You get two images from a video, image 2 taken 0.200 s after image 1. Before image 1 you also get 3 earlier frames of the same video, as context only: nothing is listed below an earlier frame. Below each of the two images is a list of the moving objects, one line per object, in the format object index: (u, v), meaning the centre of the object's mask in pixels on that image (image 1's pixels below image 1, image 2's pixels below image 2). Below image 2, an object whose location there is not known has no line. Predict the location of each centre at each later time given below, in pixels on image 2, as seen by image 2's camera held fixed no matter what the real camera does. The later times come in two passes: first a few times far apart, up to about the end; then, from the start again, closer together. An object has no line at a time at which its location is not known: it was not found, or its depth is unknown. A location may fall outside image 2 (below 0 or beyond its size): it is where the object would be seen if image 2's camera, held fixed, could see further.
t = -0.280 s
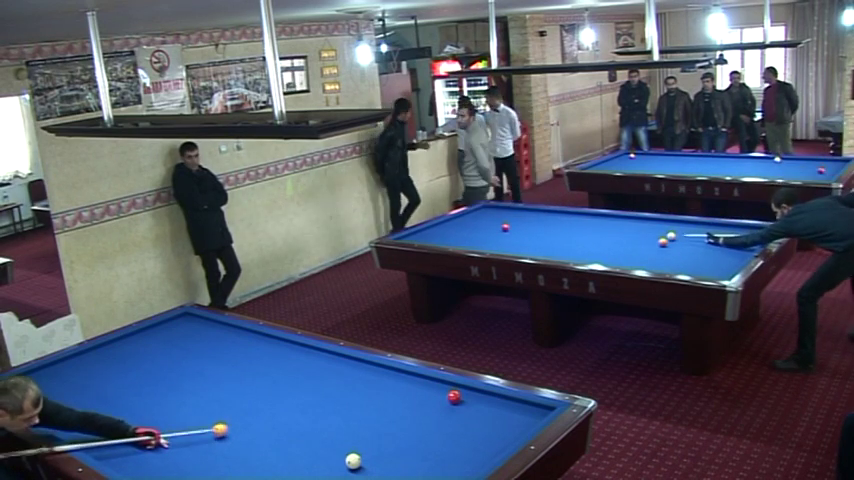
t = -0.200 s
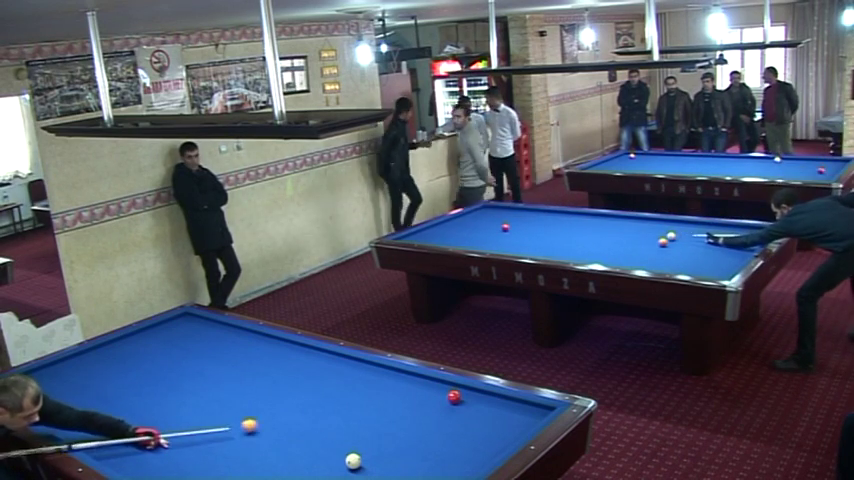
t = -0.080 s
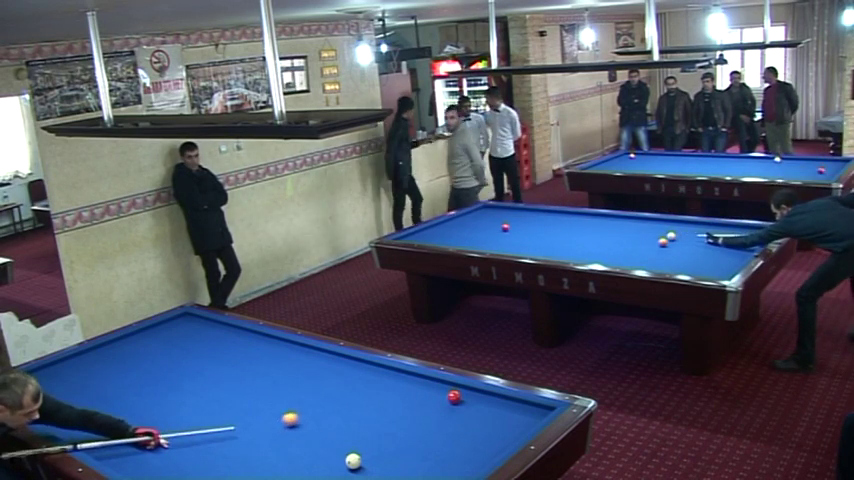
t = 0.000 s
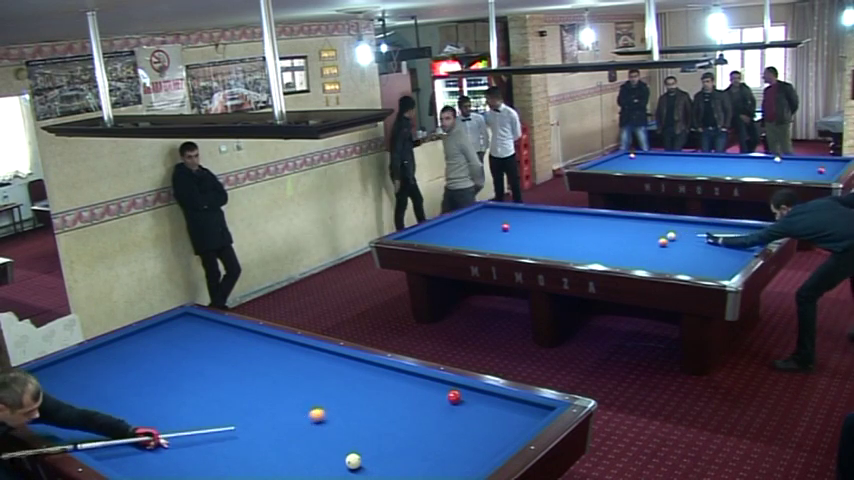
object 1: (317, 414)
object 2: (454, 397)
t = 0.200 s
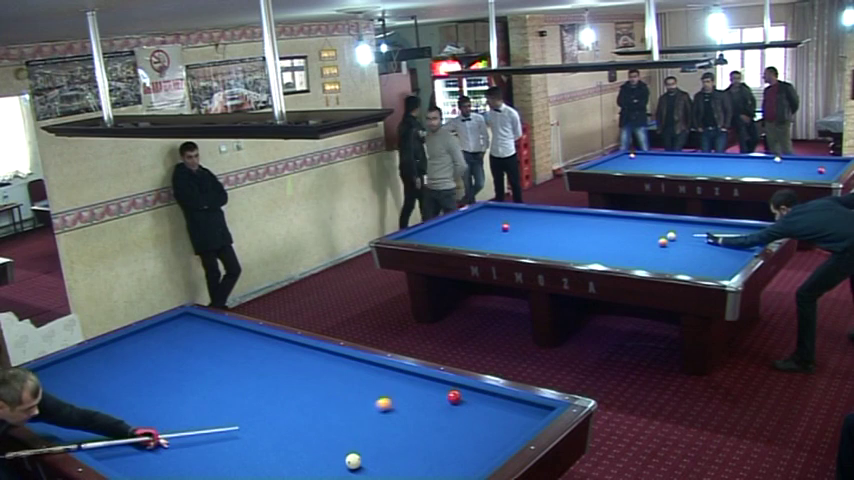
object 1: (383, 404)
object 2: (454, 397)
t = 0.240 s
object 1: (396, 401)
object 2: (454, 397)
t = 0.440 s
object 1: (451, 388)
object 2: (463, 398)
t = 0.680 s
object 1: (444, 401)
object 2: (495, 406)
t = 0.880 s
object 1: (436, 415)
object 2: (521, 410)
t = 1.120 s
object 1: (425, 433)
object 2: (536, 412)
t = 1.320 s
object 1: (415, 449)
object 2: (523, 408)
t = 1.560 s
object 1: (403, 470)
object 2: (509, 402)
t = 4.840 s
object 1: (369, 475)
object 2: (358, 371)
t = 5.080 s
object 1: (373, 471)
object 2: (350, 369)
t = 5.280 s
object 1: (375, 465)
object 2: (345, 368)
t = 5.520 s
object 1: (378, 458)
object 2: (338, 367)
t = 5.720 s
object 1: (380, 453)
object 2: (333, 367)
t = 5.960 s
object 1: (382, 447)
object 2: (328, 365)
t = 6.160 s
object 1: (384, 443)
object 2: (323, 365)
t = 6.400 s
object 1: (386, 438)
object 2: (319, 364)
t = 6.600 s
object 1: (387, 434)
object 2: (315, 363)
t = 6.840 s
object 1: (389, 430)
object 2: (311, 362)
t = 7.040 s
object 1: (390, 426)
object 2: (308, 362)
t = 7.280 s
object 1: (391, 423)
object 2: (304, 362)
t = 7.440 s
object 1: (392, 420)
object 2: (302, 361)
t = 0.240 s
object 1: (396, 401)
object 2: (454, 397)
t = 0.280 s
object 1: (409, 399)
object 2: (454, 397)
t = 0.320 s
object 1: (422, 397)
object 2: (454, 397)
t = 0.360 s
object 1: (435, 394)
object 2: (454, 397)
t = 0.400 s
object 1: (445, 392)
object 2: (456, 397)
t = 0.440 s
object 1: (451, 388)
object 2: (463, 398)
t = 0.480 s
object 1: (456, 385)
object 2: (469, 400)
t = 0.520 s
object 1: (453, 389)
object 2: (475, 401)
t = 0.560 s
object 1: (450, 393)
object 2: (480, 402)
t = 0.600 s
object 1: (448, 395)
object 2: (485, 403)
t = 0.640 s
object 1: (446, 398)
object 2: (490, 404)
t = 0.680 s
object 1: (444, 401)
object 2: (495, 406)
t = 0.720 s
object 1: (443, 404)
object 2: (501, 406)
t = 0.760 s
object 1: (441, 407)
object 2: (505, 407)
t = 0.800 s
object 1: (439, 409)
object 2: (511, 408)
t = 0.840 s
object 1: (438, 413)
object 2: (516, 409)
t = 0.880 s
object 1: (436, 415)
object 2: (521, 410)
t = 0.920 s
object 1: (434, 418)
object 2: (526, 412)
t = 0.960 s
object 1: (432, 421)
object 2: (531, 412)
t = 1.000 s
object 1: (431, 424)
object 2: (536, 413)
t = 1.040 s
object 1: (429, 427)
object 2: (540, 413)
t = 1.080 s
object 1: (426, 430)
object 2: (539, 413)
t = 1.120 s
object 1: (425, 433)
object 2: (536, 412)
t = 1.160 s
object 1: (423, 437)
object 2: (534, 412)
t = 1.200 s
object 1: (421, 440)
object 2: (531, 411)
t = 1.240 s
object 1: (419, 443)
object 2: (528, 409)
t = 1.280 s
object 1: (417, 446)
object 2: (526, 409)
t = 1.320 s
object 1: (415, 449)
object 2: (523, 408)
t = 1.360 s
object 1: (413, 453)
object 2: (521, 407)
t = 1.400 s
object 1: (411, 456)
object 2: (518, 406)
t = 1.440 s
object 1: (409, 459)
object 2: (516, 405)
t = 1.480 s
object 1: (407, 463)
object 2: (513, 404)
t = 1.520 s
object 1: (405, 466)
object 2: (511, 403)
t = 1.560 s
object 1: (403, 470)
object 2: (509, 402)
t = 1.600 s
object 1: (401, 472)
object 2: (506, 401)
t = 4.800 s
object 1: (369, 475)
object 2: (359, 371)
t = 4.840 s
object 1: (369, 475)
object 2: (358, 371)
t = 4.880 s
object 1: (370, 474)
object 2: (357, 370)
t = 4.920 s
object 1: (370, 474)
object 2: (355, 370)
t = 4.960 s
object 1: (371, 473)
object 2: (354, 370)
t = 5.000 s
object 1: (371, 472)
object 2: (353, 370)
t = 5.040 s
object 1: (372, 471)
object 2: (351, 369)
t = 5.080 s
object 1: (373, 471)
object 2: (350, 369)
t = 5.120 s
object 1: (373, 470)
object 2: (349, 369)
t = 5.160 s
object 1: (374, 469)
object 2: (348, 369)
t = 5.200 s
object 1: (374, 467)
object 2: (347, 369)
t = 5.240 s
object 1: (375, 466)
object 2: (346, 369)
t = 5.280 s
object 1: (375, 465)
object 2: (345, 368)
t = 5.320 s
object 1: (375, 464)
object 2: (344, 368)
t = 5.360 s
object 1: (376, 463)
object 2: (342, 368)
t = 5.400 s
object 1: (376, 462)
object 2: (341, 368)
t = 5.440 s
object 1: (377, 461)
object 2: (340, 368)
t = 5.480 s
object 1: (377, 460)
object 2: (339, 368)
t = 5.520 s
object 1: (378, 458)
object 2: (338, 367)
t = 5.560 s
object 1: (378, 457)
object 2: (337, 367)
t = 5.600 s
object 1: (379, 456)
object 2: (336, 367)
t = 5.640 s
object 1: (379, 455)
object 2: (335, 367)
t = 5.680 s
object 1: (380, 454)
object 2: (334, 367)
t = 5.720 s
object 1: (380, 453)
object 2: (333, 367)
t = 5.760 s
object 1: (381, 452)
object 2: (332, 366)
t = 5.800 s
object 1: (381, 451)
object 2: (331, 366)
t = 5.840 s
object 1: (381, 450)
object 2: (330, 366)
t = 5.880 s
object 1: (382, 449)
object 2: (329, 366)
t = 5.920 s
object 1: (382, 448)
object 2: (328, 366)
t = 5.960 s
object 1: (382, 447)
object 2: (328, 365)
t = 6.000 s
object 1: (383, 446)
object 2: (327, 365)
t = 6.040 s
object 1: (383, 446)
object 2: (326, 365)
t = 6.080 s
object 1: (383, 445)
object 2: (325, 365)
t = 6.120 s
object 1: (384, 444)
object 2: (324, 365)
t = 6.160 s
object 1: (384, 443)
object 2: (323, 365)
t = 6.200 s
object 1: (384, 442)
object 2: (322, 365)
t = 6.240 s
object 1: (385, 441)
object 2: (322, 365)
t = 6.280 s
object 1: (385, 440)
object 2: (321, 365)
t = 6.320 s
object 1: (385, 439)
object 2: (320, 365)
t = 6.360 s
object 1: (385, 439)
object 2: (319, 364)
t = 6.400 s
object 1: (386, 438)
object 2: (319, 364)
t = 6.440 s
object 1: (386, 437)
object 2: (318, 364)
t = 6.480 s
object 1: (386, 436)
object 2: (317, 364)
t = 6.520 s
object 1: (387, 435)
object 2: (316, 364)
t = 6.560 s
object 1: (387, 435)
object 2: (315, 363)
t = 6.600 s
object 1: (387, 434)
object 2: (315, 363)
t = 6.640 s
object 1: (388, 433)
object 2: (314, 363)
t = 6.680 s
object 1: (388, 432)
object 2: (313, 363)
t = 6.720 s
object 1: (388, 432)
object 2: (313, 363)
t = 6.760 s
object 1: (388, 431)
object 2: (312, 363)
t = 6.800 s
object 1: (389, 430)
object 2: (311, 363)
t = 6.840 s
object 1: (389, 430)
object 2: (311, 362)
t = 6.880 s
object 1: (389, 429)
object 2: (310, 362)
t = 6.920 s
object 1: (389, 428)
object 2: (309, 362)
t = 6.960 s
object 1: (390, 427)
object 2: (309, 362)
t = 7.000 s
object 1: (390, 427)
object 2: (308, 362)
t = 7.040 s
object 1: (390, 426)
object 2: (308, 362)
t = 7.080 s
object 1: (390, 426)
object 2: (307, 362)
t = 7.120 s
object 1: (390, 425)
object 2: (306, 362)
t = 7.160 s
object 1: (390, 424)
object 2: (306, 362)
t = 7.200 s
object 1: (391, 424)
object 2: (305, 362)
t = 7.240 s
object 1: (391, 423)
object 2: (305, 362)
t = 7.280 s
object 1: (391, 423)
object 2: (304, 362)
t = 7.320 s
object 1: (392, 422)
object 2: (304, 362)
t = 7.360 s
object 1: (392, 422)
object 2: (303, 361)
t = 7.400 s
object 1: (392, 421)
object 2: (302, 361)
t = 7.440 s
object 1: (392, 420)
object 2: (302, 361)
